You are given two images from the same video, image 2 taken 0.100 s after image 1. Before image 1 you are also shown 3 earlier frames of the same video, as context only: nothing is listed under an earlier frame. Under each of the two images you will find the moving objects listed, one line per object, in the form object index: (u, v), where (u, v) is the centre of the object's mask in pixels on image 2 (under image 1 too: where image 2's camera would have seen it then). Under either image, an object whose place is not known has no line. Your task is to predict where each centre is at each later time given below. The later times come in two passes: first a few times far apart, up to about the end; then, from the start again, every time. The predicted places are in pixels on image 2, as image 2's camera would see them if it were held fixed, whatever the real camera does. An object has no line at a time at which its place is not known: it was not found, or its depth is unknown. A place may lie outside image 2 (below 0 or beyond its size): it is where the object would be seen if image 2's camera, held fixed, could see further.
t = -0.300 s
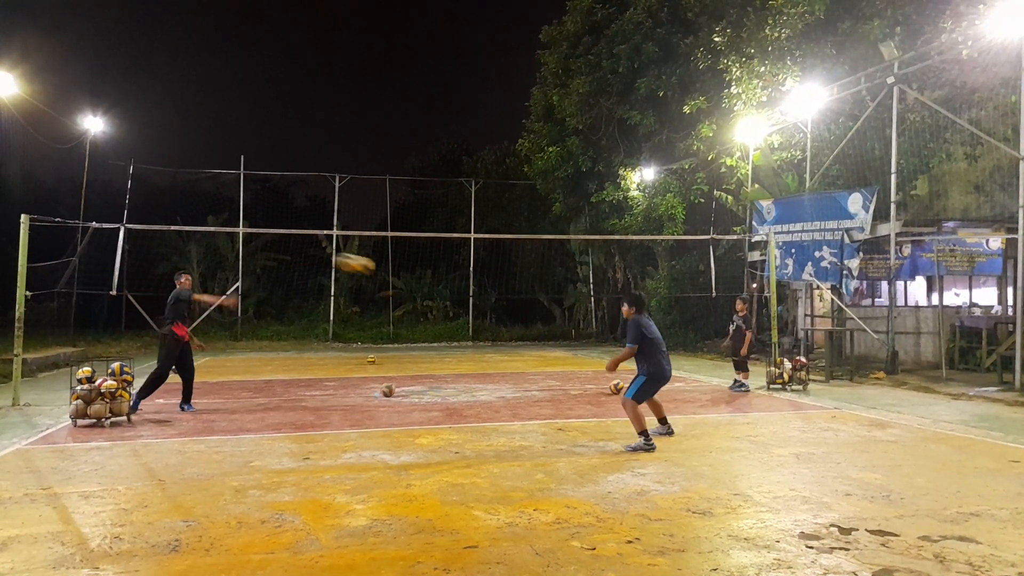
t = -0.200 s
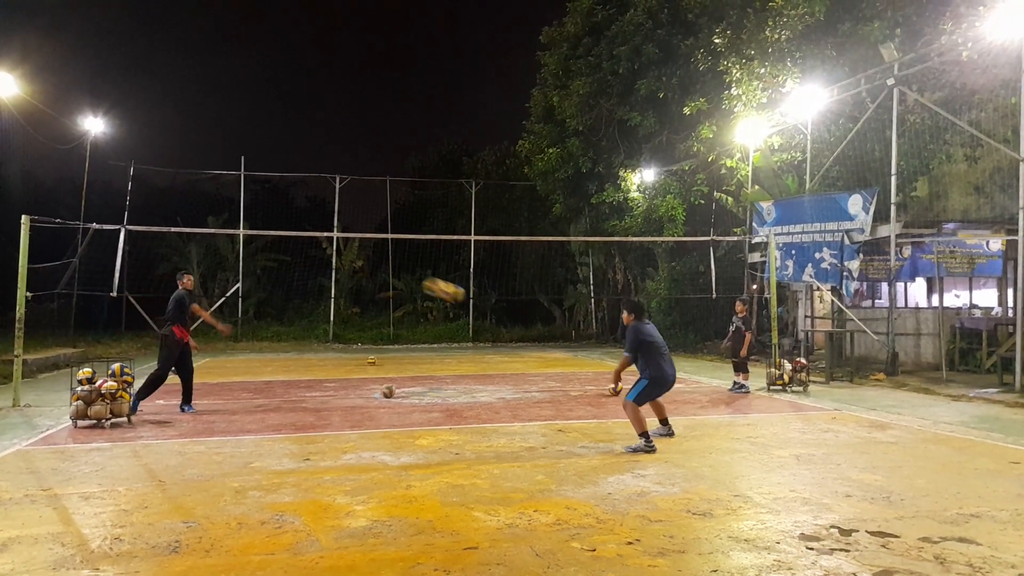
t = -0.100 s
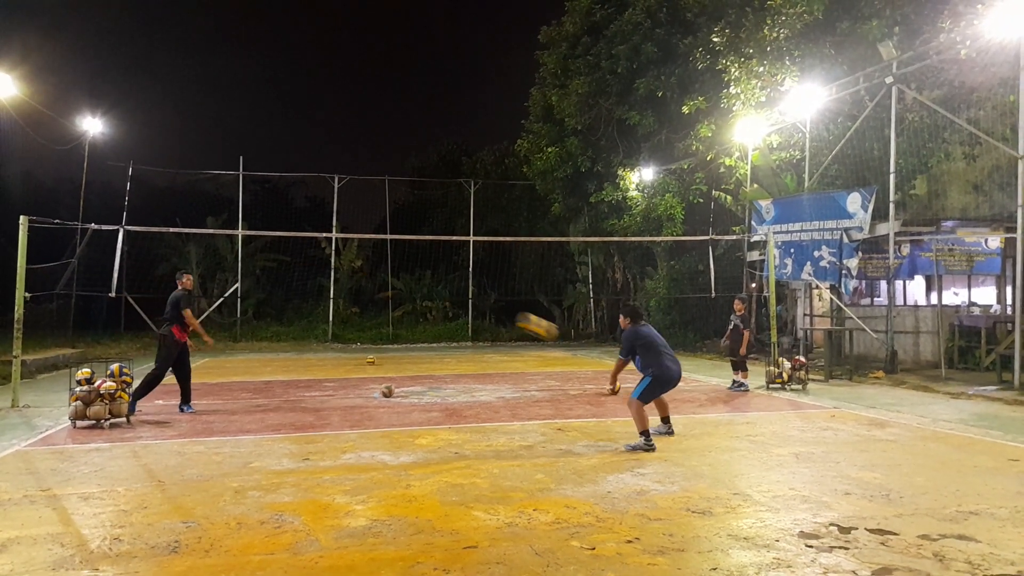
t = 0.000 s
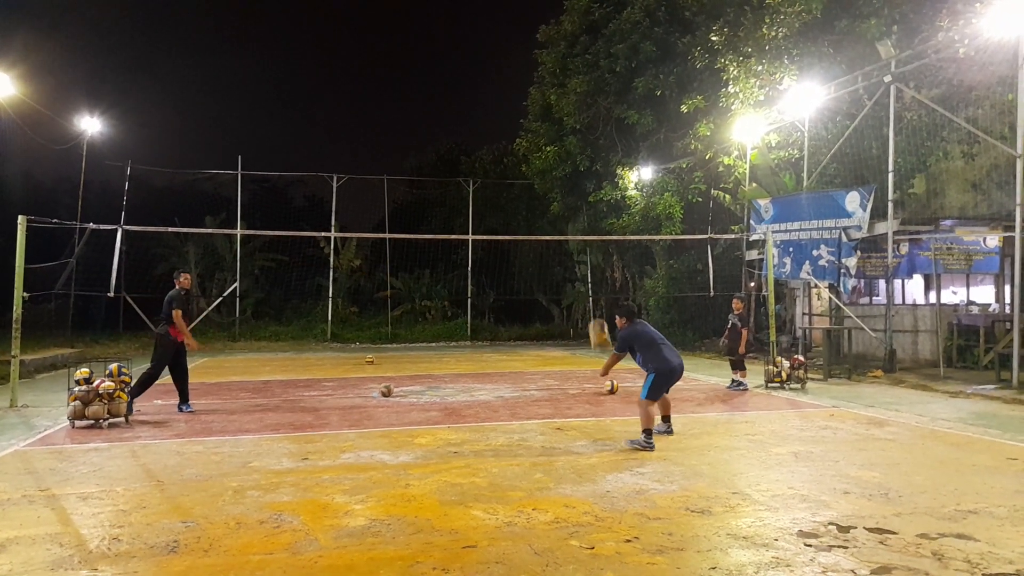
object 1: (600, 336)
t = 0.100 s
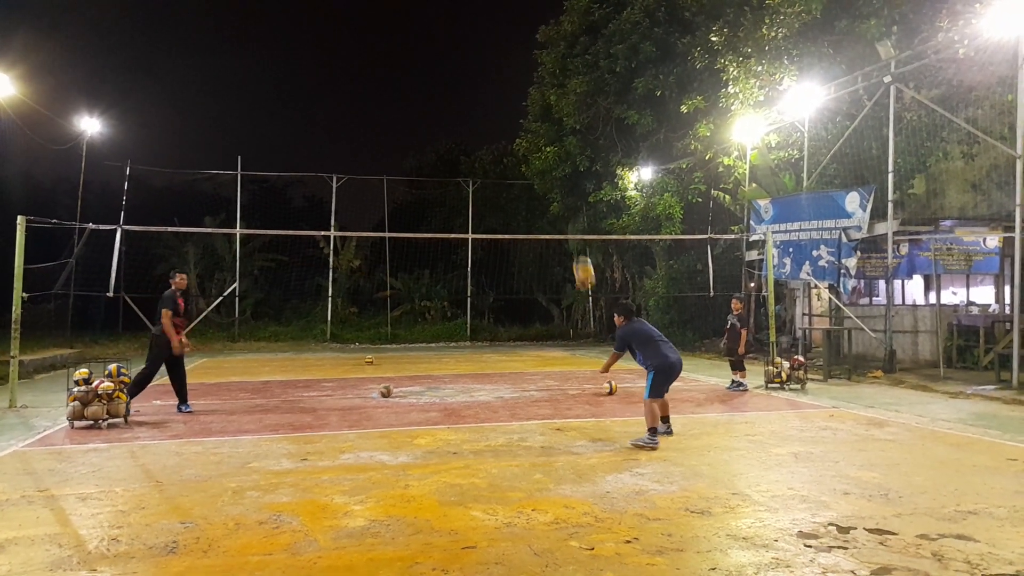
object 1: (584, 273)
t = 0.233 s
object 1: (566, 205)
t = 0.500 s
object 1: (536, 120)
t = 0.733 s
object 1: (512, 97)
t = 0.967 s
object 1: (490, 121)
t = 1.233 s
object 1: (467, 199)
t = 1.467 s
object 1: (448, 306)
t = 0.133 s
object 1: (579, 256)
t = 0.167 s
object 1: (575, 237)
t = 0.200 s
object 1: (571, 220)
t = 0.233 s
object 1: (566, 205)
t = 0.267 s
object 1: (562, 191)
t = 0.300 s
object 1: (558, 178)
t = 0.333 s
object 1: (554, 165)
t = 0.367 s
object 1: (550, 153)
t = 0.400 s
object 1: (547, 144)
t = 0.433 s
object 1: (543, 135)
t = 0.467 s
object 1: (539, 127)
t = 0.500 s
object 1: (536, 120)
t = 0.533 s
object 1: (532, 113)
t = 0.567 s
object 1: (529, 108)
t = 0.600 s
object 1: (525, 104)
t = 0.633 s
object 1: (522, 101)
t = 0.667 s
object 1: (518, 98)
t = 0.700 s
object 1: (515, 97)
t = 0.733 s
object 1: (512, 97)
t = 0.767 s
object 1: (509, 97)
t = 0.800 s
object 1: (505, 99)
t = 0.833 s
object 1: (502, 101)
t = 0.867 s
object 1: (499, 105)
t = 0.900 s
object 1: (496, 109)
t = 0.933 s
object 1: (493, 114)
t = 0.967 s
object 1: (490, 121)
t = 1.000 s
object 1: (487, 127)
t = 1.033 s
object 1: (484, 134)
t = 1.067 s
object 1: (482, 144)
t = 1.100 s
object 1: (479, 153)
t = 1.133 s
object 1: (476, 164)
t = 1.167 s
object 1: (473, 174)
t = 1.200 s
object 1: (470, 185)
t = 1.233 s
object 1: (467, 199)
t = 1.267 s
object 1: (464, 212)
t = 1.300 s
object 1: (462, 225)
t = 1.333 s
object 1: (459, 241)
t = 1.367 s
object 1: (456, 256)
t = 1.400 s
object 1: (453, 273)
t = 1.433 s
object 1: (450, 290)
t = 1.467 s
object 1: (448, 306)
